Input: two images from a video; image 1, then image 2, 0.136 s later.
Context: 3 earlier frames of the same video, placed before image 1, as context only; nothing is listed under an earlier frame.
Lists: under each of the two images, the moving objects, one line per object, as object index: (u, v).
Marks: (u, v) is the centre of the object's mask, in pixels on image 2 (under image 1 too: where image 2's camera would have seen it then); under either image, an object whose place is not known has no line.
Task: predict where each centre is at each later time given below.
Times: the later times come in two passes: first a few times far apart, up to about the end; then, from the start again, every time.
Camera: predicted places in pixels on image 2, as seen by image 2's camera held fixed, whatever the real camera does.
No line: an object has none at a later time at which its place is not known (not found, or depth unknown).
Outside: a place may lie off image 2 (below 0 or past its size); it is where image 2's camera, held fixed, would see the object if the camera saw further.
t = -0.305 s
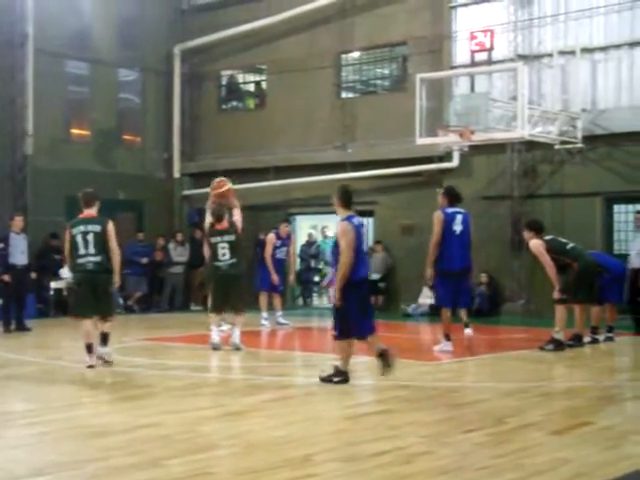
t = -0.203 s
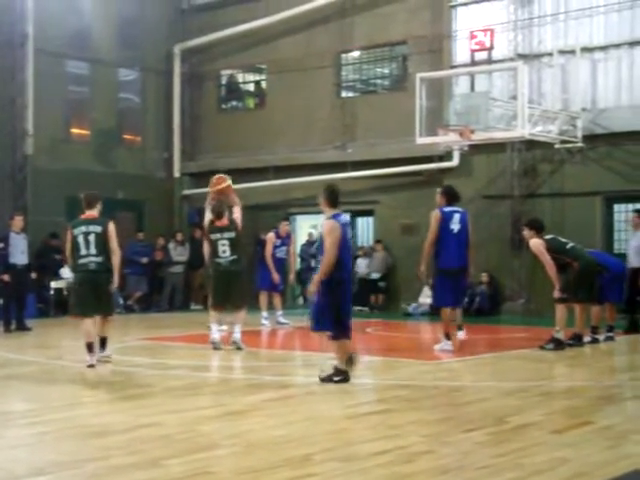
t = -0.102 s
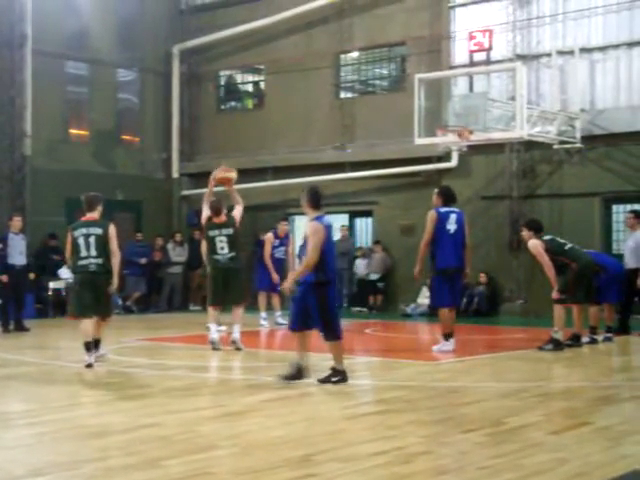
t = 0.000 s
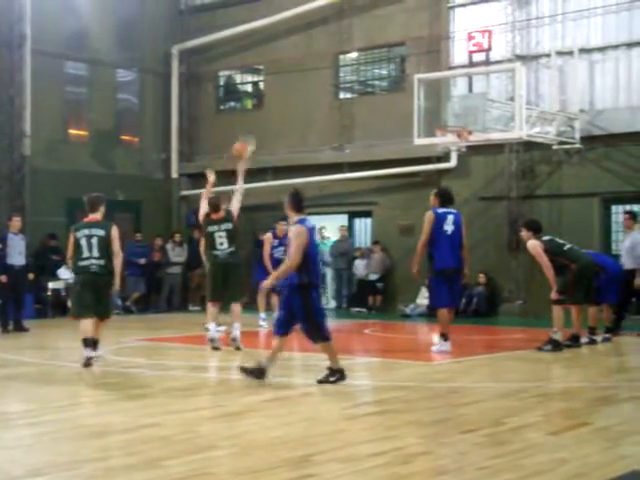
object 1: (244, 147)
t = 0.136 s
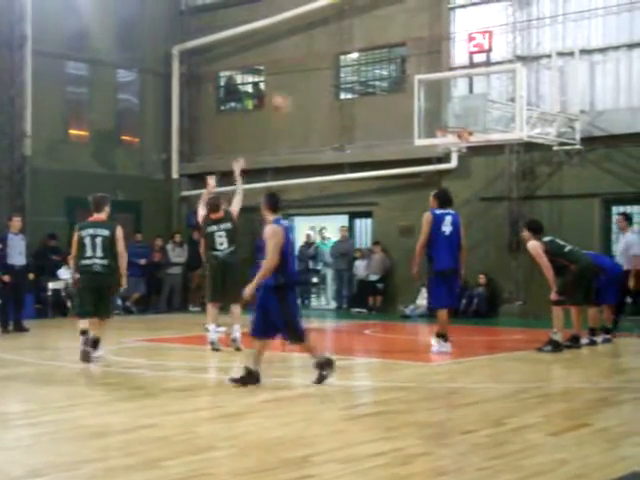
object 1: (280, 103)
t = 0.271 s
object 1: (313, 74)
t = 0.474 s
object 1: (363, 61)
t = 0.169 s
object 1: (291, 94)
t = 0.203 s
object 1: (301, 86)
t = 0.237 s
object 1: (308, 80)
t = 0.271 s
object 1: (313, 74)
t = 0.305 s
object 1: (324, 70)
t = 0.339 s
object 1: (332, 67)
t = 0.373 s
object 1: (341, 63)
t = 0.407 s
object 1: (347, 61)
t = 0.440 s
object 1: (358, 60)
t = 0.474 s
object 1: (363, 61)
